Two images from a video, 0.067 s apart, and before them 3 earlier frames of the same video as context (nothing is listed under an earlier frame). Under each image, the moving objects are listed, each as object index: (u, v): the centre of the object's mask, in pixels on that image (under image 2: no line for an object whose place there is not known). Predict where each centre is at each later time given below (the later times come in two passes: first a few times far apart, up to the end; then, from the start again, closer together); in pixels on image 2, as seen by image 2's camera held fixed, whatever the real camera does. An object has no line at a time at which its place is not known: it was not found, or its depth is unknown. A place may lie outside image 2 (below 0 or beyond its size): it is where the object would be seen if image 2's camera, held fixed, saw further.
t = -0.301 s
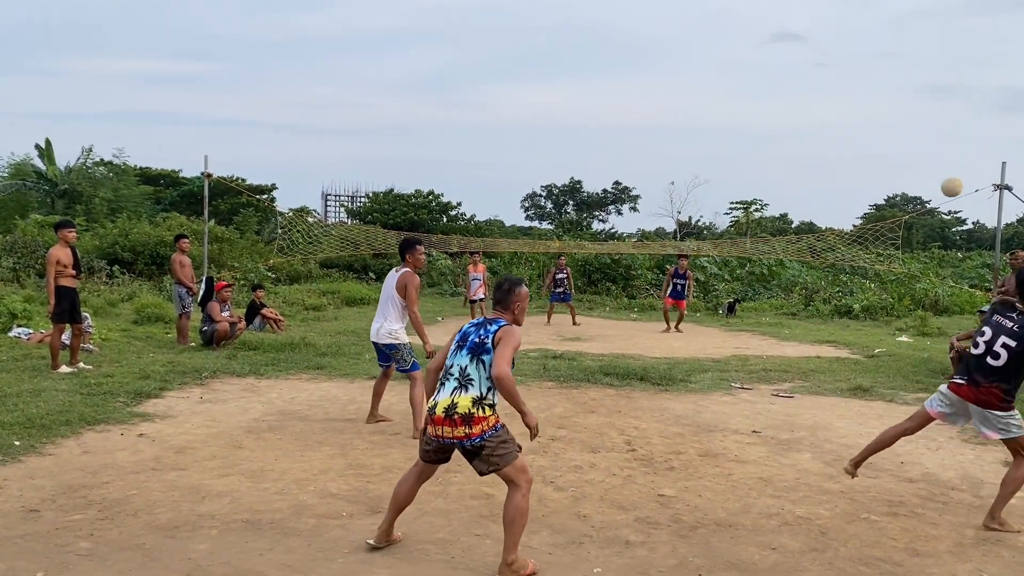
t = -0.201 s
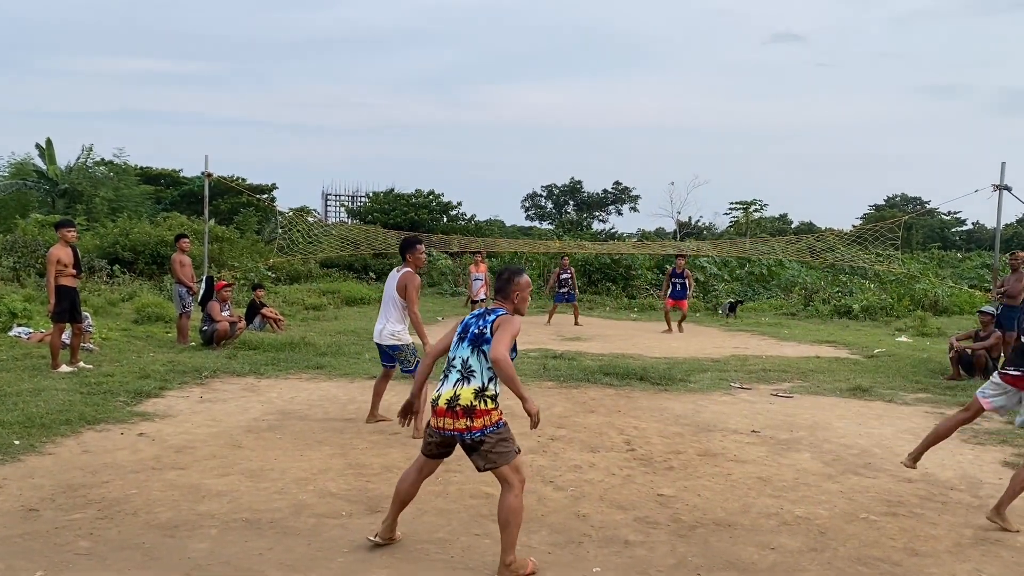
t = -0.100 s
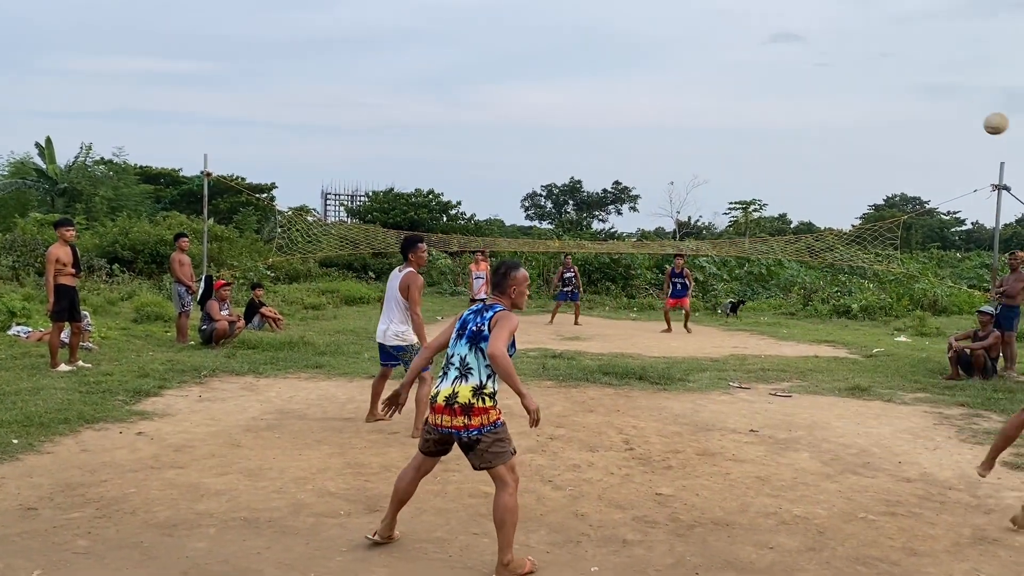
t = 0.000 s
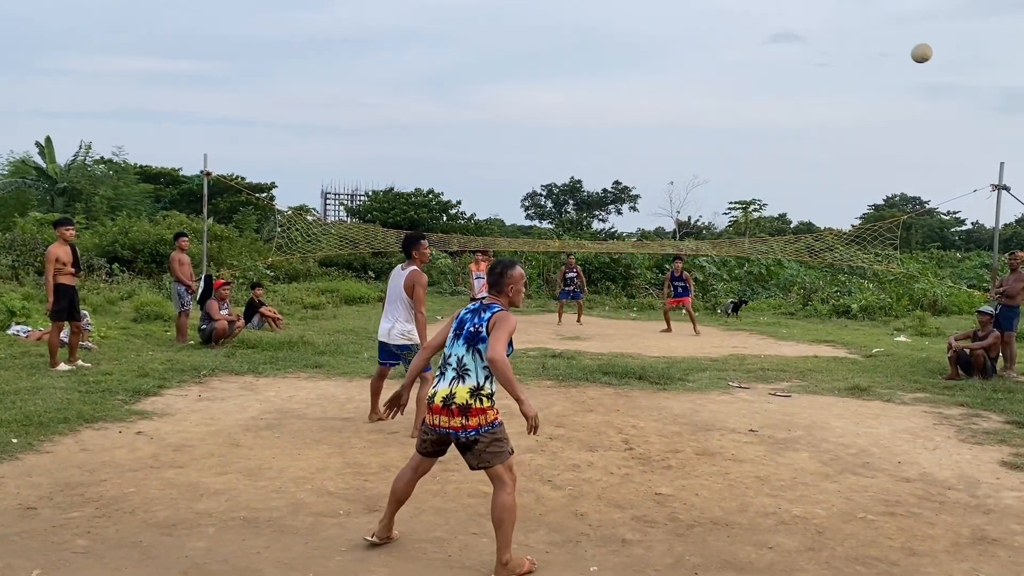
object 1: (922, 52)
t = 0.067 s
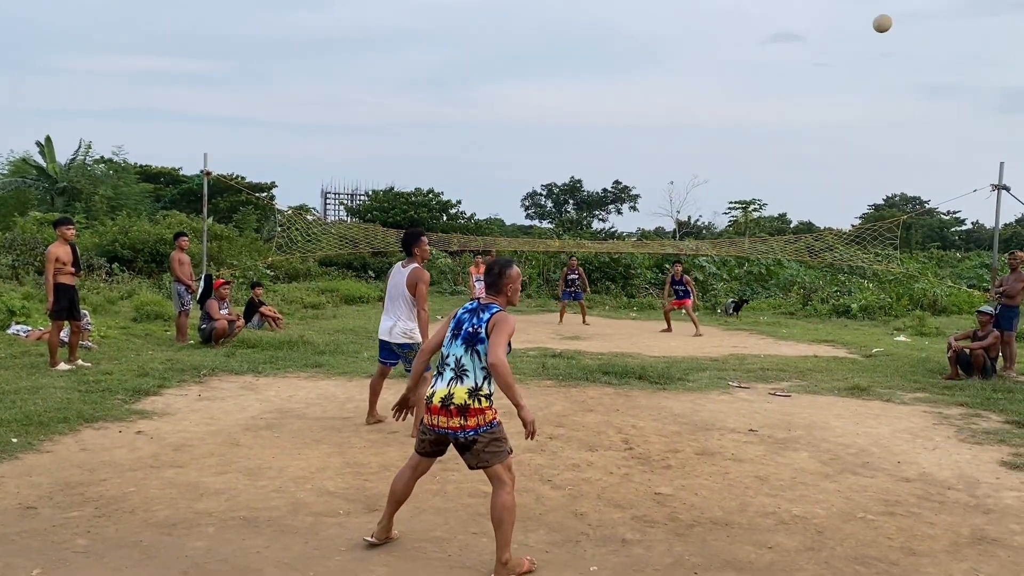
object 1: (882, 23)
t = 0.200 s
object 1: (818, 1)
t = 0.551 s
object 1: (706, 14)
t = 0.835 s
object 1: (644, 84)
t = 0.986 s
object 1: (619, 131)
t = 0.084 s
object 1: (873, 17)
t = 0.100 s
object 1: (864, 12)
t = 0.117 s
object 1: (856, 8)
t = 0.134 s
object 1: (848, 5)
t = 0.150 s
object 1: (840, 4)
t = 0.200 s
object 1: (818, 1)
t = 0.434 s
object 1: (736, 1)
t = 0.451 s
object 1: (731, 2)
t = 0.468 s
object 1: (727, 2)
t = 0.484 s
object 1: (723, 3)
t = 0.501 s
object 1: (718, 5)
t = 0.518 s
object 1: (714, 7)
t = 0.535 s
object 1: (709, 11)
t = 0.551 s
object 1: (706, 14)
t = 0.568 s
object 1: (701, 17)
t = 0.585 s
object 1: (697, 21)
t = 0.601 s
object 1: (693, 24)
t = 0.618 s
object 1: (689, 28)
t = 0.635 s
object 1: (686, 32)
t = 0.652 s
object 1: (682, 36)
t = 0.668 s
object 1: (678, 40)
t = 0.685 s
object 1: (675, 43)
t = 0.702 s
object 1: (671, 48)
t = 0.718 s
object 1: (667, 52)
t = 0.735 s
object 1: (664, 57)
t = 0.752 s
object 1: (661, 61)
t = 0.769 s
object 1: (657, 66)
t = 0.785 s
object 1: (654, 70)
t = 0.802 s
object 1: (651, 75)
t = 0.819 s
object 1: (648, 80)
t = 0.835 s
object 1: (644, 84)
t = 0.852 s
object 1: (641, 89)
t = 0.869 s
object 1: (638, 94)
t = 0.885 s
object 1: (635, 100)
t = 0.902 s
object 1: (633, 104)
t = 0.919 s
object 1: (630, 110)
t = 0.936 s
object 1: (627, 115)
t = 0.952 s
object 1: (624, 120)
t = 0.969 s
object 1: (621, 126)
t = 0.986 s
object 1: (619, 131)
